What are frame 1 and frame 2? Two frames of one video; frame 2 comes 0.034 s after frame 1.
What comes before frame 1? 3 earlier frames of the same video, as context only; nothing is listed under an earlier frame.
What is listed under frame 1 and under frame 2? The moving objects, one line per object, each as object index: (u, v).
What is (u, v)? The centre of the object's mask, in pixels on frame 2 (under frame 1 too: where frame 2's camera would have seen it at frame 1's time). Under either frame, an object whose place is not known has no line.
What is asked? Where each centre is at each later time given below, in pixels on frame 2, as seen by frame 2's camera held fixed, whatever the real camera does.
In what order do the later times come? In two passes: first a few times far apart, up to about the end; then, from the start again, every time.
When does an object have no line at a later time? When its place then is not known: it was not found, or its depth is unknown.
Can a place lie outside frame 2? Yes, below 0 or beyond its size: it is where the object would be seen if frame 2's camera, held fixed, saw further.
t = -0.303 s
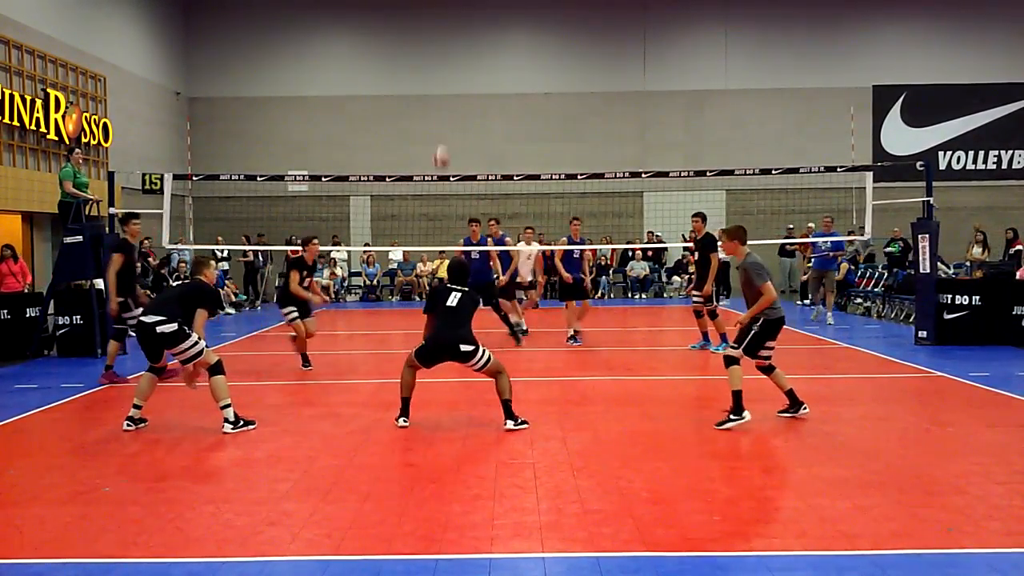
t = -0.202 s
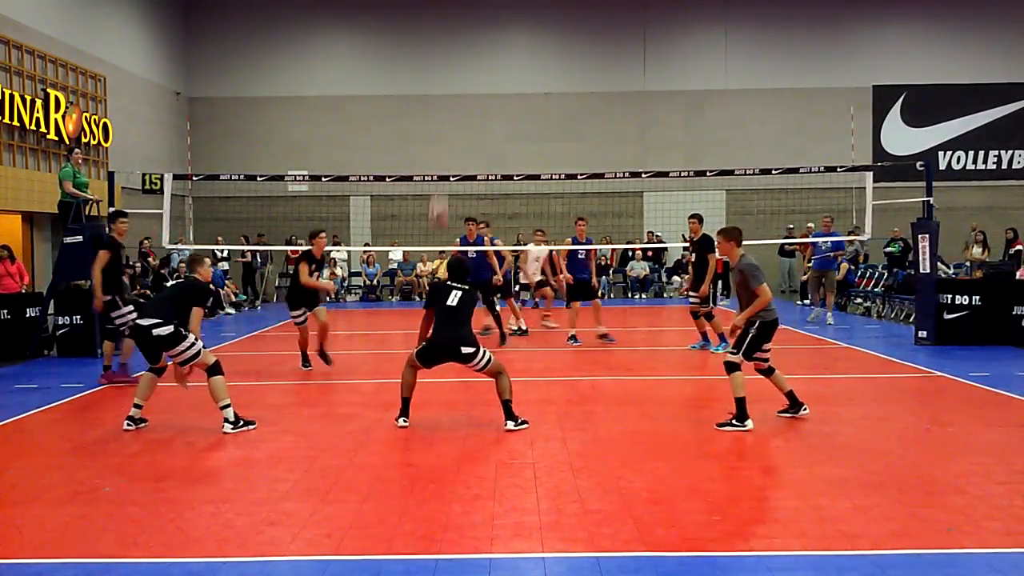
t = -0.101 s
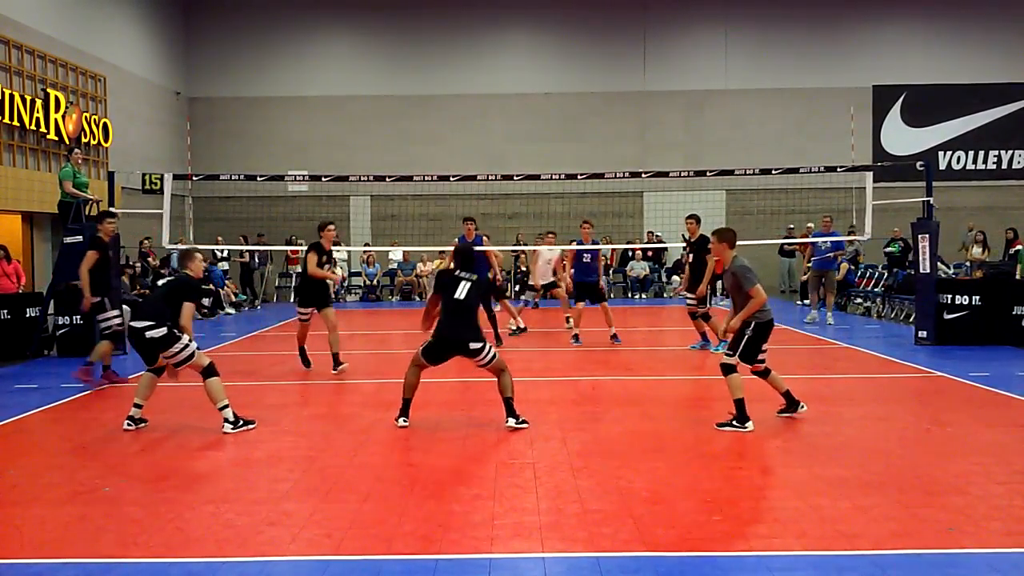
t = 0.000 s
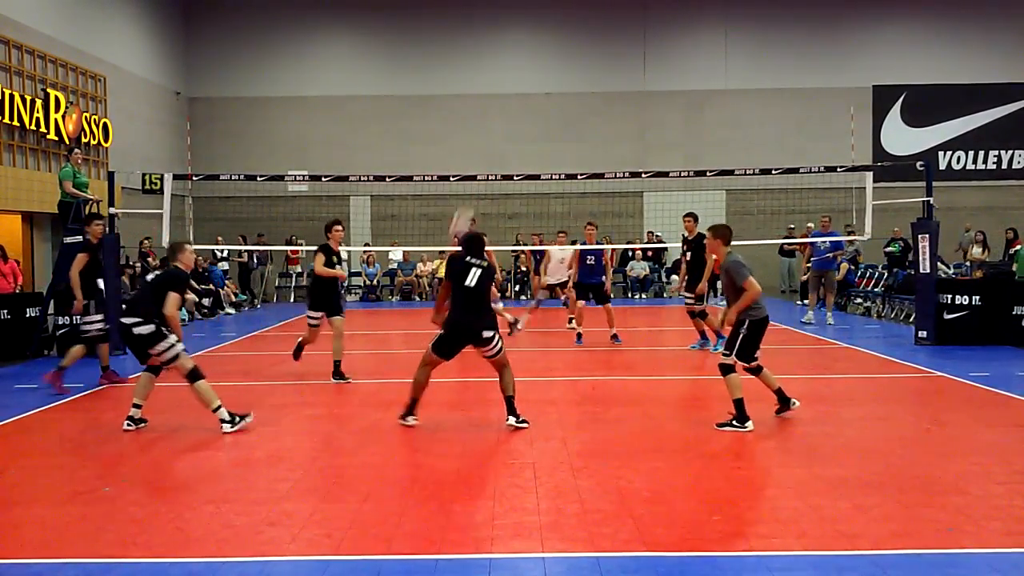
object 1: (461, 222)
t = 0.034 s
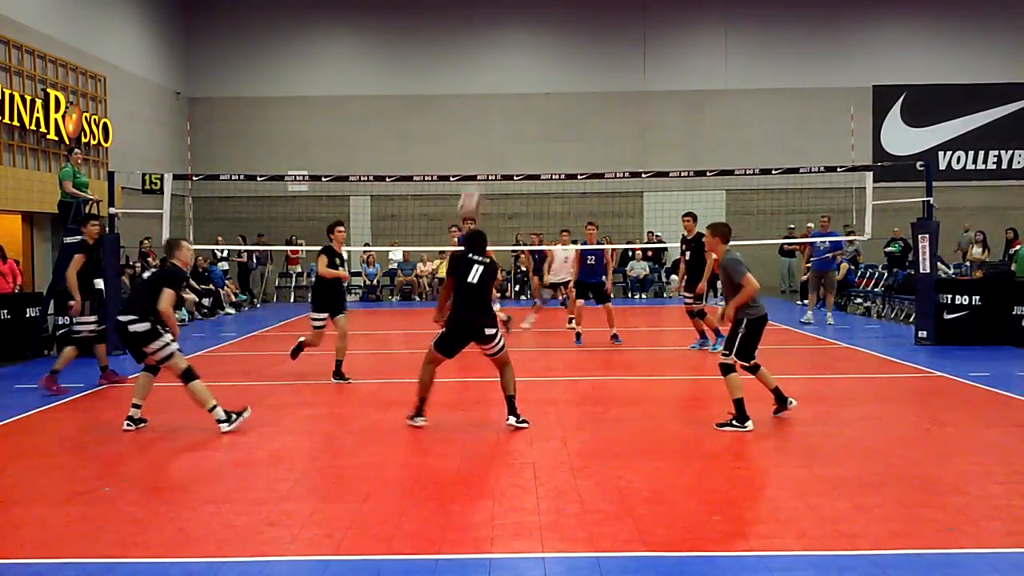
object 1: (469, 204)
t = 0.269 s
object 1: (524, 76)
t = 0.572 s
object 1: (581, 15)
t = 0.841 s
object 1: (623, 40)
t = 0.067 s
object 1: (477, 179)
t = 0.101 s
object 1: (486, 159)
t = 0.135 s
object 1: (494, 138)
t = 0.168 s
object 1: (502, 122)
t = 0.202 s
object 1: (510, 105)
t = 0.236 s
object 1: (516, 91)
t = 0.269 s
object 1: (524, 76)
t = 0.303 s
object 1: (532, 64)
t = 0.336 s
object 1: (538, 54)
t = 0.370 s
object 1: (545, 44)
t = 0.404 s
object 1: (552, 37)
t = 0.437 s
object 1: (558, 31)
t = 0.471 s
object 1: (563, 26)
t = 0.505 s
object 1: (570, 21)
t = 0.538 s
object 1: (576, 18)
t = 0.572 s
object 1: (581, 15)
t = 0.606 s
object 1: (586, 15)
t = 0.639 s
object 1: (592, 15)
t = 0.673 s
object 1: (597, 17)
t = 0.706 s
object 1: (602, 19)
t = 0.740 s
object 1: (607, 23)
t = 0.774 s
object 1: (612, 28)
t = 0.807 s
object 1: (618, 33)
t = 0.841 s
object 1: (623, 40)
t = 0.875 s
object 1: (627, 45)
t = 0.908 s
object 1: (632, 54)
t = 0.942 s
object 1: (637, 63)
